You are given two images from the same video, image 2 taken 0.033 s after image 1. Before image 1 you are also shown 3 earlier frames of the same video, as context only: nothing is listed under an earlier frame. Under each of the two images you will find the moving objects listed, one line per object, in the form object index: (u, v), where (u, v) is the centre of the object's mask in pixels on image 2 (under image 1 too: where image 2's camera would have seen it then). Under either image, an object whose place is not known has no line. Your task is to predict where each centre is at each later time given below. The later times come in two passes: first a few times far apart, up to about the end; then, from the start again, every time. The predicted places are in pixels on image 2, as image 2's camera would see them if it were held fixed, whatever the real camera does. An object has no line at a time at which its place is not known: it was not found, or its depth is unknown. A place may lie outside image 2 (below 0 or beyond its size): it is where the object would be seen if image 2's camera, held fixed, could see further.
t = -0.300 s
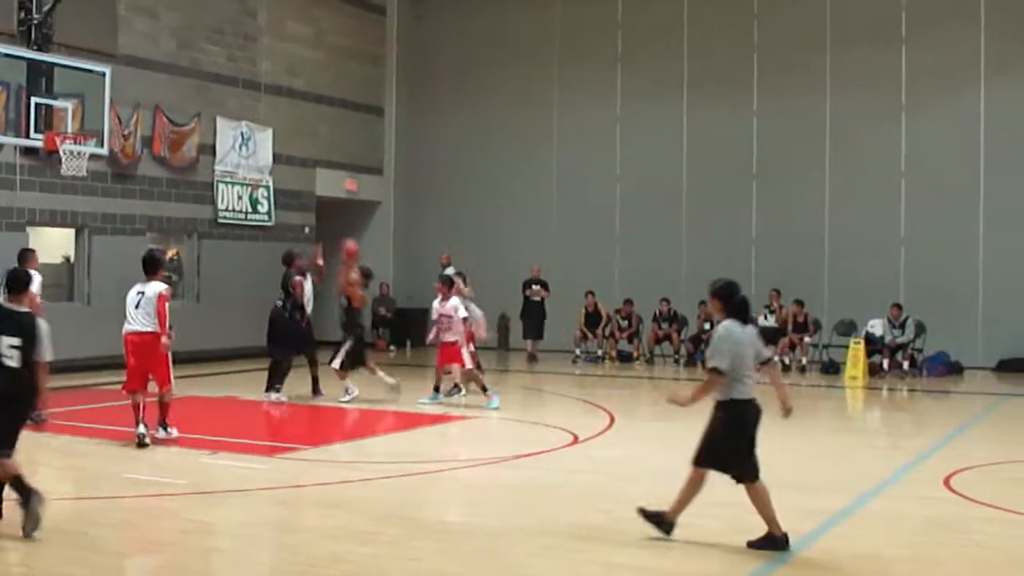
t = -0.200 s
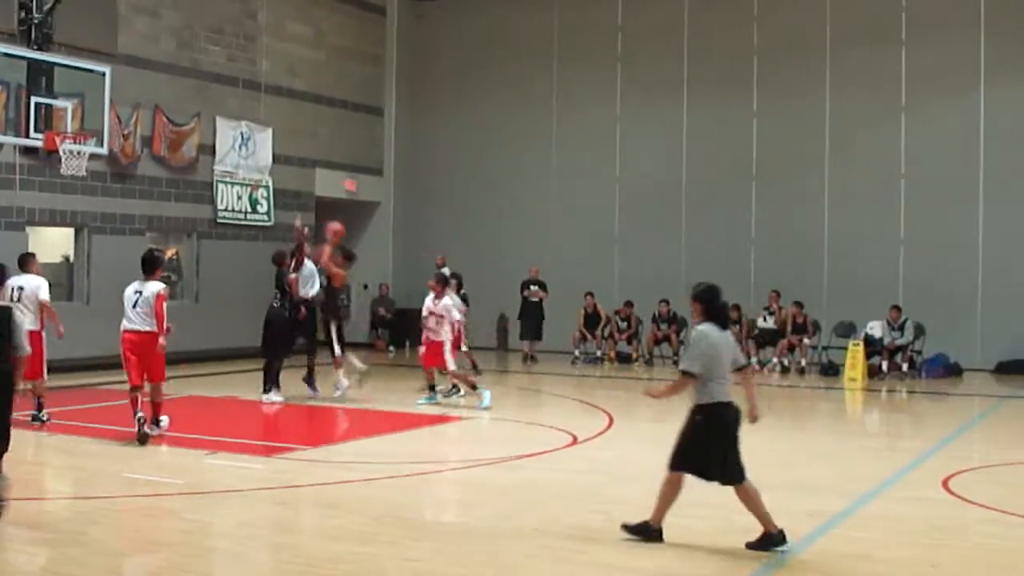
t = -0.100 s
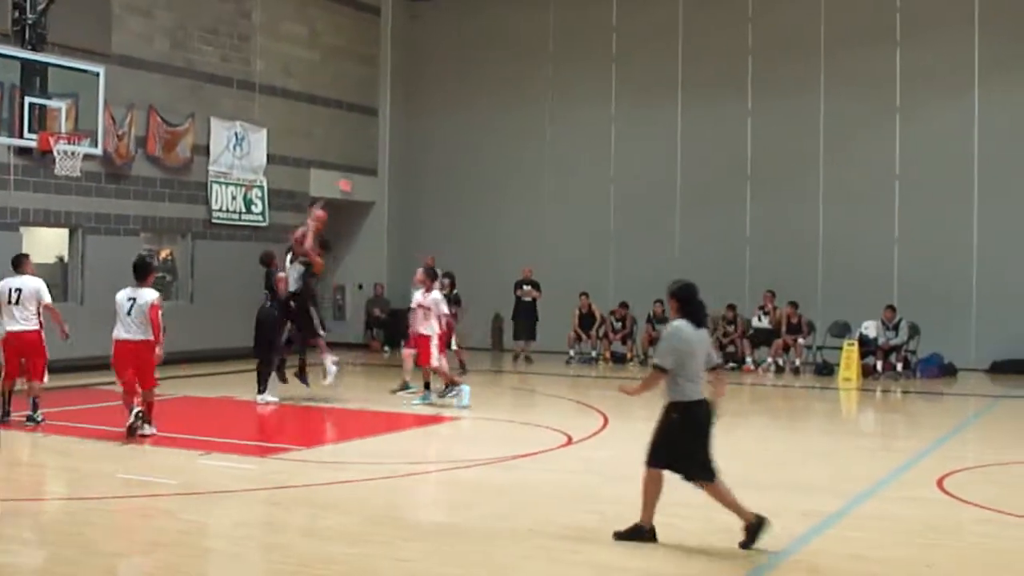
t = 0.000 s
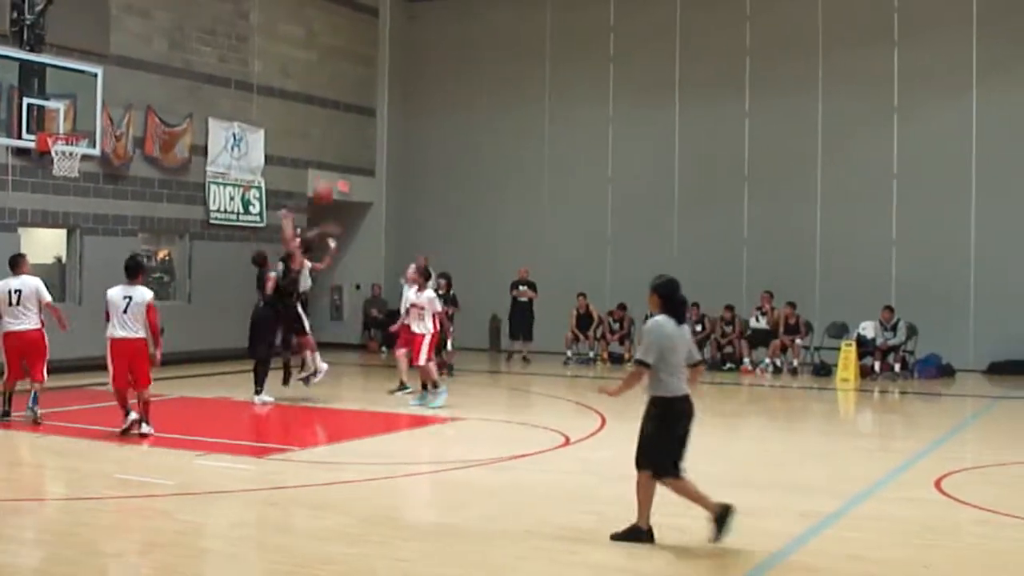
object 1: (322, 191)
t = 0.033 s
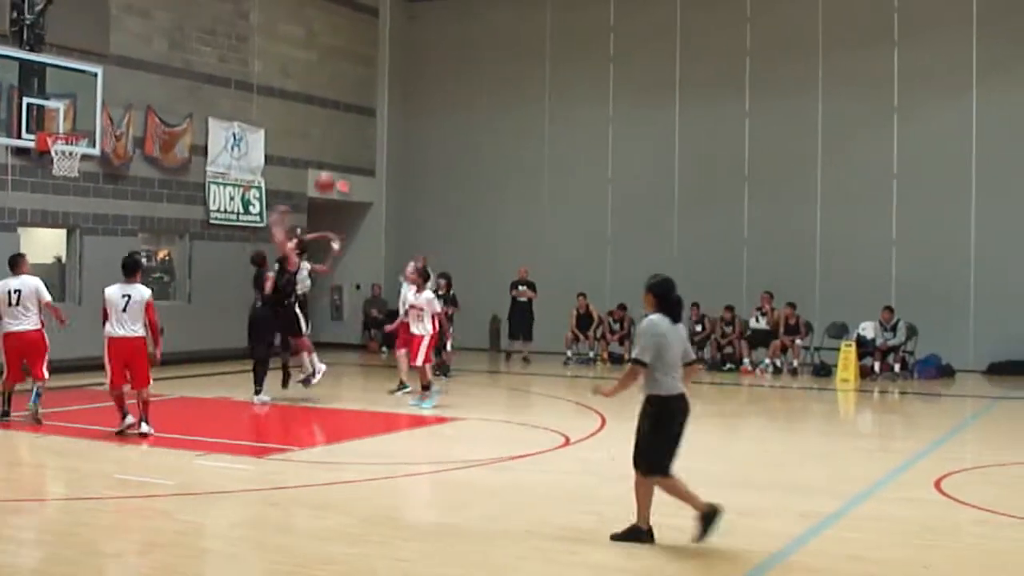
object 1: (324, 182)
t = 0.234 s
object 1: (339, 137)
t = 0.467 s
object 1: (355, 128)
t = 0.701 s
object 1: (369, 161)
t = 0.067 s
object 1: (327, 172)
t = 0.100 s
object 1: (329, 162)
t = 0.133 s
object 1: (332, 155)
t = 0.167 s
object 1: (334, 148)
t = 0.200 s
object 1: (336, 142)
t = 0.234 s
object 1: (339, 137)
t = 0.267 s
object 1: (341, 134)
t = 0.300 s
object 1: (344, 131)
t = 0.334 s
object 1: (346, 128)
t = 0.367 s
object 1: (348, 127)
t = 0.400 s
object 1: (350, 126)
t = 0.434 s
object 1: (352, 127)
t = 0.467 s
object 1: (355, 128)
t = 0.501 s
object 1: (356, 131)
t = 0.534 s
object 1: (358, 134)
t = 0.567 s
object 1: (360, 137)
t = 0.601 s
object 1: (363, 141)
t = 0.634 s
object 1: (364, 148)
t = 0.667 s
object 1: (367, 154)
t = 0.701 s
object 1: (369, 161)
